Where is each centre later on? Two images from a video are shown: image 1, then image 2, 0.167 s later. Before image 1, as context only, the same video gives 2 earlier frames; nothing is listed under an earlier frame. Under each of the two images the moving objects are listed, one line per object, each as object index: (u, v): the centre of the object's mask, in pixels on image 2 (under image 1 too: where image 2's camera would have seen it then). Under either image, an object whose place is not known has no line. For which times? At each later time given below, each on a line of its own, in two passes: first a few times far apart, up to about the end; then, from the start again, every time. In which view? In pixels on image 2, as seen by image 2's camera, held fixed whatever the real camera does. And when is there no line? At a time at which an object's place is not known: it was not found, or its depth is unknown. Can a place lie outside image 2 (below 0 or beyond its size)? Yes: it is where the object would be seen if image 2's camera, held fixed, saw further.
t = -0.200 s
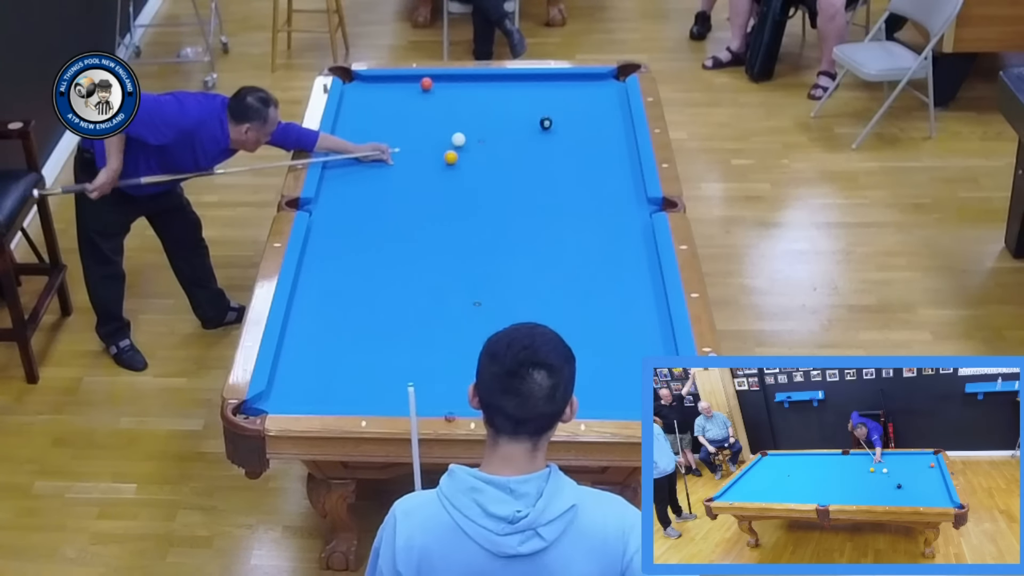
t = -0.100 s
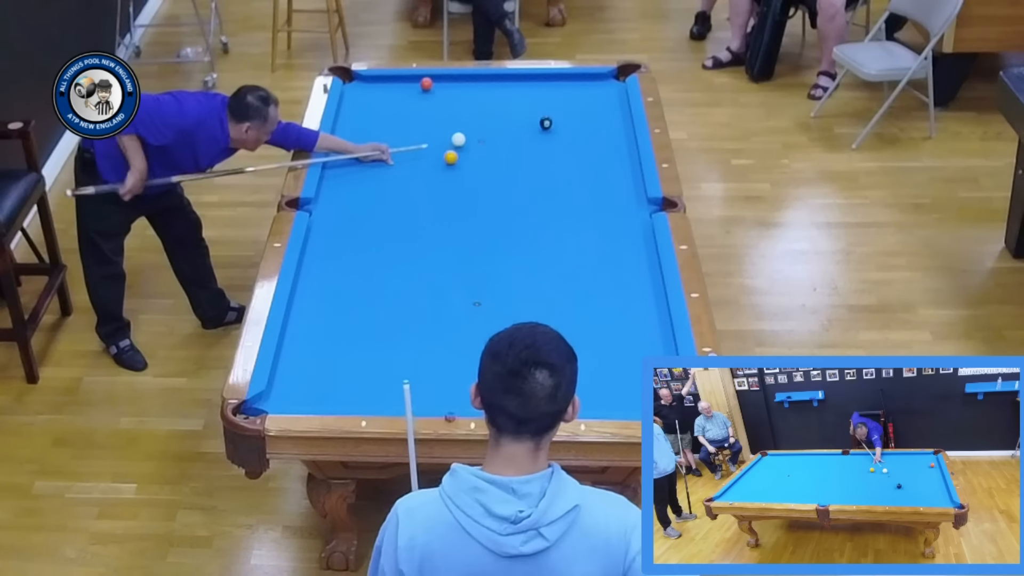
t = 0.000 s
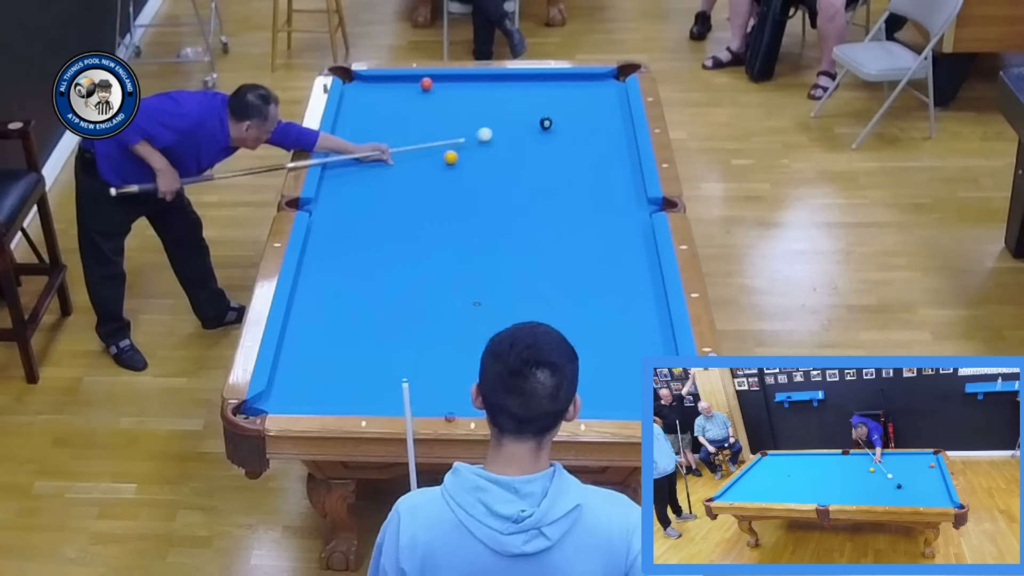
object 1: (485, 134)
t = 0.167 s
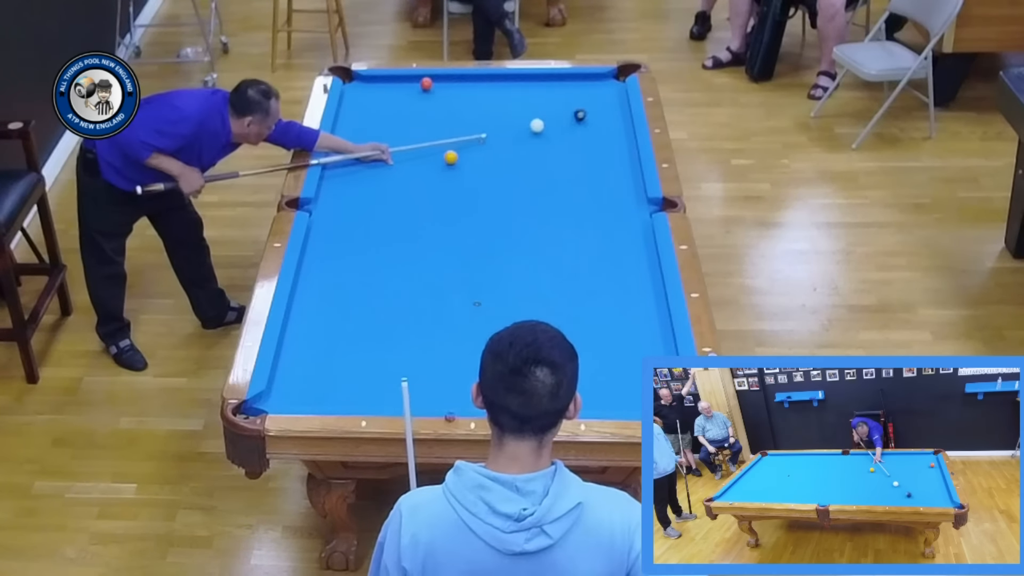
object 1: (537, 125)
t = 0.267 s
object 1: (540, 126)
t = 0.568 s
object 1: (550, 129)
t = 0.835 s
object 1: (557, 131)
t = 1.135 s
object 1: (564, 133)
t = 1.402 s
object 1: (568, 134)
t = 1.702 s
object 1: (571, 135)
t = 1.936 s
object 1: (572, 135)
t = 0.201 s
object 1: (538, 126)
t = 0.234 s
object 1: (539, 126)
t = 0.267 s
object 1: (540, 126)
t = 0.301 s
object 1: (542, 127)
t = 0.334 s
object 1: (543, 127)
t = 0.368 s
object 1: (544, 127)
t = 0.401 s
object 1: (545, 128)
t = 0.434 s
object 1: (546, 128)
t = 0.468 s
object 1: (547, 128)
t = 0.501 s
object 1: (548, 128)
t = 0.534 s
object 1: (549, 129)
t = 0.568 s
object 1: (550, 129)
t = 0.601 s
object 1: (551, 129)
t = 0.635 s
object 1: (552, 130)
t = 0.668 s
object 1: (553, 130)
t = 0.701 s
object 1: (554, 130)
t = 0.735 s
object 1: (555, 130)
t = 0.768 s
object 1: (556, 130)
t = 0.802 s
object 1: (557, 131)
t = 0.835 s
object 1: (557, 131)
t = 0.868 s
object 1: (558, 131)
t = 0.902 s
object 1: (559, 131)
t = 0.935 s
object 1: (560, 131)
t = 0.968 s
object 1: (560, 132)
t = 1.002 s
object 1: (561, 132)
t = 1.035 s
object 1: (562, 132)
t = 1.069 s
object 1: (563, 132)
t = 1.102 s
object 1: (563, 132)
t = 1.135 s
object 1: (564, 133)
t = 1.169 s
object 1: (564, 133)
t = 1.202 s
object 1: (565, 133)
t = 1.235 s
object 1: (566, 133)
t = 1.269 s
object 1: (566, 133)
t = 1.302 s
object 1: (567, 133)
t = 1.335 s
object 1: (567, 134)
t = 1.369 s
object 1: (568, 134)
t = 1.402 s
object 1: (568, 134)
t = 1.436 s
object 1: (569, 134)
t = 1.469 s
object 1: (569, 134)
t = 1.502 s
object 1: (569, 134)
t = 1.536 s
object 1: (570, 134)
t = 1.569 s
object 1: (570, 134)
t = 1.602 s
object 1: (571, 134)
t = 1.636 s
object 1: (571, 135)
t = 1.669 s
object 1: (571, 135)
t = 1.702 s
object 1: (571, 135)
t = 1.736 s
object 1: (571, 135)
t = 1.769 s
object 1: (572, 135)
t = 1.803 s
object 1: (572, 135)
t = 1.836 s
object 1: (572, 135)
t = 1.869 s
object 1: (572, 135)
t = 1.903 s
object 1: (572, 135)
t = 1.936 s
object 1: (572, 135)
